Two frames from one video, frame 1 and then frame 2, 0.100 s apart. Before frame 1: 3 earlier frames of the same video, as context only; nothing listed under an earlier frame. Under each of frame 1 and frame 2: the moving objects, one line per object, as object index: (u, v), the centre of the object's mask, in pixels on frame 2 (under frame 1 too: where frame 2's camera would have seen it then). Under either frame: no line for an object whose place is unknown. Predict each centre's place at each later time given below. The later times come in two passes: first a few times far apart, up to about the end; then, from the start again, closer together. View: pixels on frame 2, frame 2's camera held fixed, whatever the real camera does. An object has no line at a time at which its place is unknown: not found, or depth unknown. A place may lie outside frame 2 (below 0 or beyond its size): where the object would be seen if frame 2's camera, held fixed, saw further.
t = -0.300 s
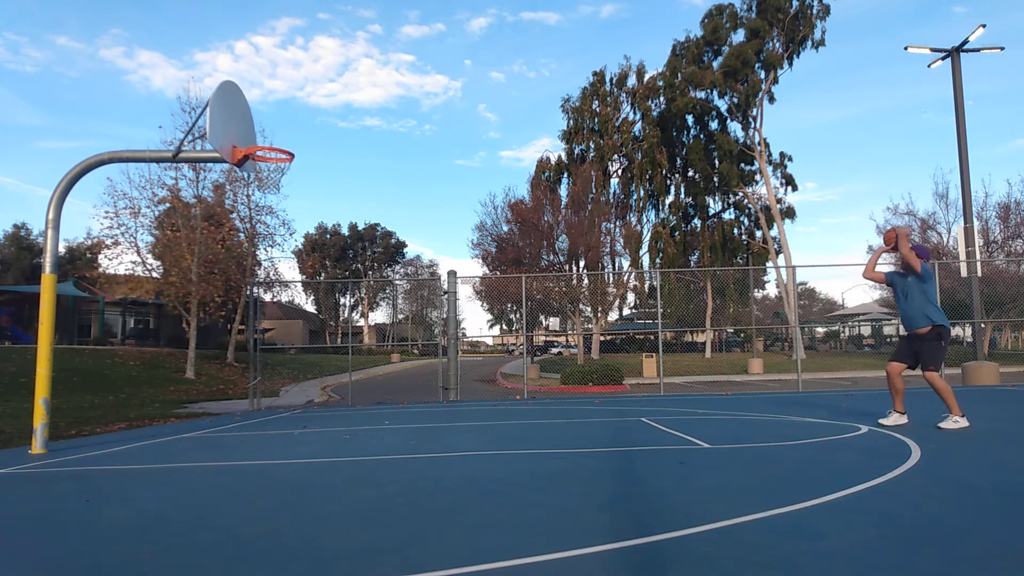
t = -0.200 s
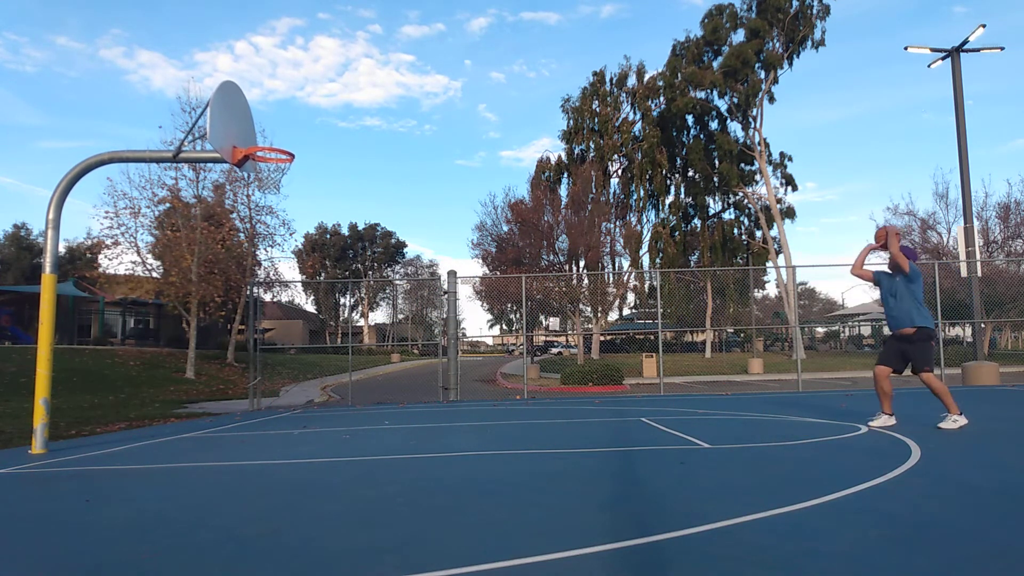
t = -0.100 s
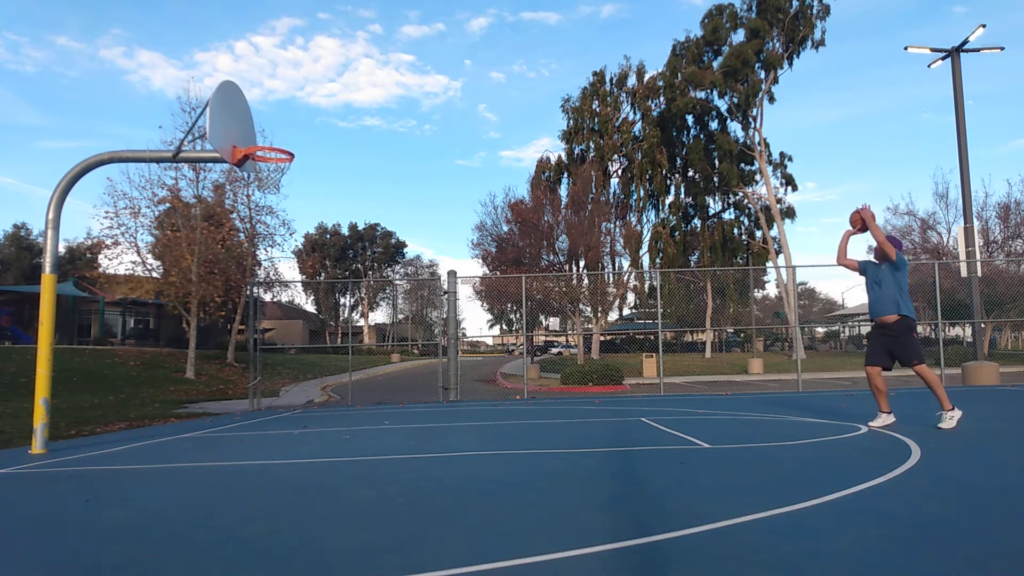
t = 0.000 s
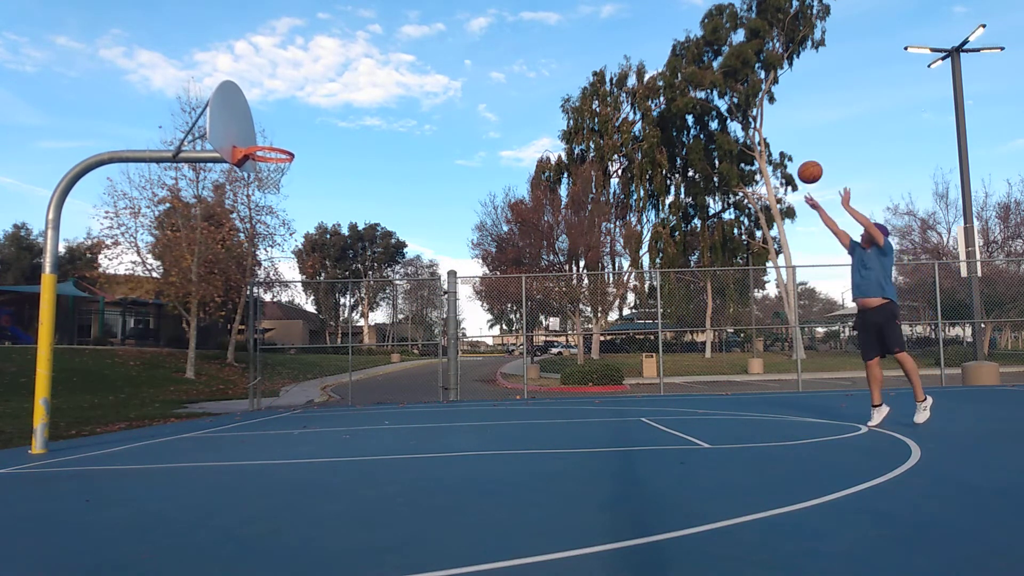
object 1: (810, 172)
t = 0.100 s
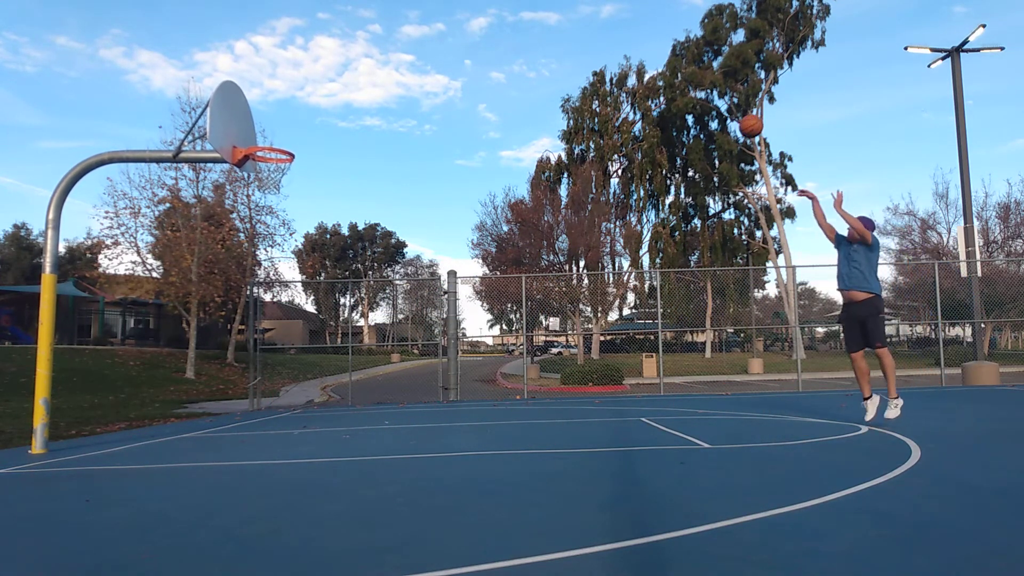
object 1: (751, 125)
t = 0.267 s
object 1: (658, 72)
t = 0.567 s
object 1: (504, 43)
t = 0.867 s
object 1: (360, 92)
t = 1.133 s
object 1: (266, 128)
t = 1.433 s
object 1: (285, 129)
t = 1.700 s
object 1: (334, 190)
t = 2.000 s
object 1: (386, 335)
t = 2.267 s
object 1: (415, 376)
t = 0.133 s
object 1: (733, 113)
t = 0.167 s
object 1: (713, 100)
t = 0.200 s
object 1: (695, 90)
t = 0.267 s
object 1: (658, 72)
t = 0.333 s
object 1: (623, 58)
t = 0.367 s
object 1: (605, 53)
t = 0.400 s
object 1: (588, 48)
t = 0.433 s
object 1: (571, 45)
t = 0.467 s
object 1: (554, 43)
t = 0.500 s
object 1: (537, 42)
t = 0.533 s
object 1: (521, 42)
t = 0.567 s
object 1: (504, 43)
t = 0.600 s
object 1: (488, 44)
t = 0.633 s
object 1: (471, 47)
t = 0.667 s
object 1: (455, 51)
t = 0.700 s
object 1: (439, 55)
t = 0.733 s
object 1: (423, 61)
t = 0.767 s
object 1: (407, 67)
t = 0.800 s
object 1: (391, 74)
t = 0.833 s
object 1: (375, 83)
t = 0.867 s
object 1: (360, 92)
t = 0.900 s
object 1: (344, 102)
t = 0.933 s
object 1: (329, 114)
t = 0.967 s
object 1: (313, 126)
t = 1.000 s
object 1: (297, 139)
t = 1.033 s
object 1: (287, 141)
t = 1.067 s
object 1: (280, 136)
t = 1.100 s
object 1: (273, 132)
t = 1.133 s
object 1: (266, 128)
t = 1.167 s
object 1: (259, 126)
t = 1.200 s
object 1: (251, 124)
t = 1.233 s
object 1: (247, 123)
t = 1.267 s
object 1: (254, 122)
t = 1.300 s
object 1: (260, 121)
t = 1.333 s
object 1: (266, 122)
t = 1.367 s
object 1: (272, 123)
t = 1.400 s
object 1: (279, 125)
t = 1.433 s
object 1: (285, 129)
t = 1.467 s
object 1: (291, 133)
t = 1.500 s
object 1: (297, 138)
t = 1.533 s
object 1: (303, 144)
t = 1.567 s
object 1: (309, 151)
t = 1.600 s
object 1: (315, 160)
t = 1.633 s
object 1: (322, 169)
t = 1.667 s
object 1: (328, 179)
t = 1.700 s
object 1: (334, 190)
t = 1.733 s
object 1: (340, 202)
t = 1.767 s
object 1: (346, 216)
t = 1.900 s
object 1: (369, 278)
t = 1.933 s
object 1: (374, 296)
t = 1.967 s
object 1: (381, 315)
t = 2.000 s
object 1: (386, 335)
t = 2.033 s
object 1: (391, 356)
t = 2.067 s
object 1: (398, 379)
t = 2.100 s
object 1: (403, 402)
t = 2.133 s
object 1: (409, 426)
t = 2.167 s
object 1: (410, 415)
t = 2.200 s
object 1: (412, 400)
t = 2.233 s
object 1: (413, 387)
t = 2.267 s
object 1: (415, 376)
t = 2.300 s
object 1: (416, 365)
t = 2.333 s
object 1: (418, 355)
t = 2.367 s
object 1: (419, 346)
